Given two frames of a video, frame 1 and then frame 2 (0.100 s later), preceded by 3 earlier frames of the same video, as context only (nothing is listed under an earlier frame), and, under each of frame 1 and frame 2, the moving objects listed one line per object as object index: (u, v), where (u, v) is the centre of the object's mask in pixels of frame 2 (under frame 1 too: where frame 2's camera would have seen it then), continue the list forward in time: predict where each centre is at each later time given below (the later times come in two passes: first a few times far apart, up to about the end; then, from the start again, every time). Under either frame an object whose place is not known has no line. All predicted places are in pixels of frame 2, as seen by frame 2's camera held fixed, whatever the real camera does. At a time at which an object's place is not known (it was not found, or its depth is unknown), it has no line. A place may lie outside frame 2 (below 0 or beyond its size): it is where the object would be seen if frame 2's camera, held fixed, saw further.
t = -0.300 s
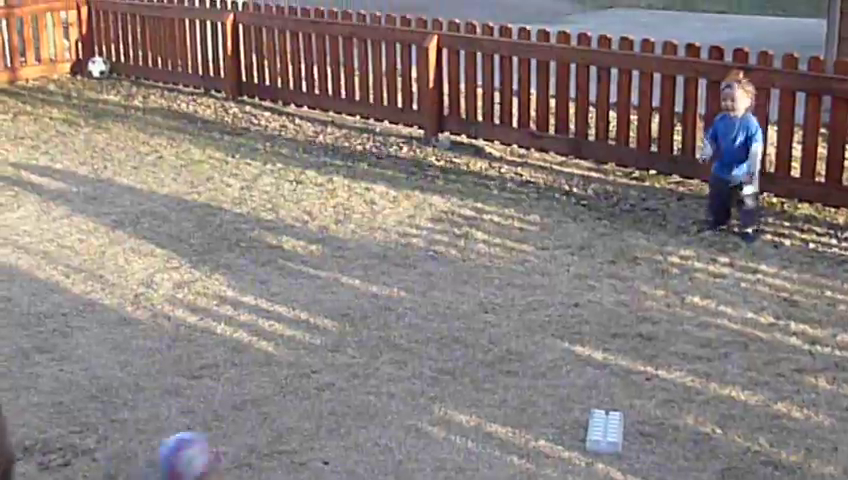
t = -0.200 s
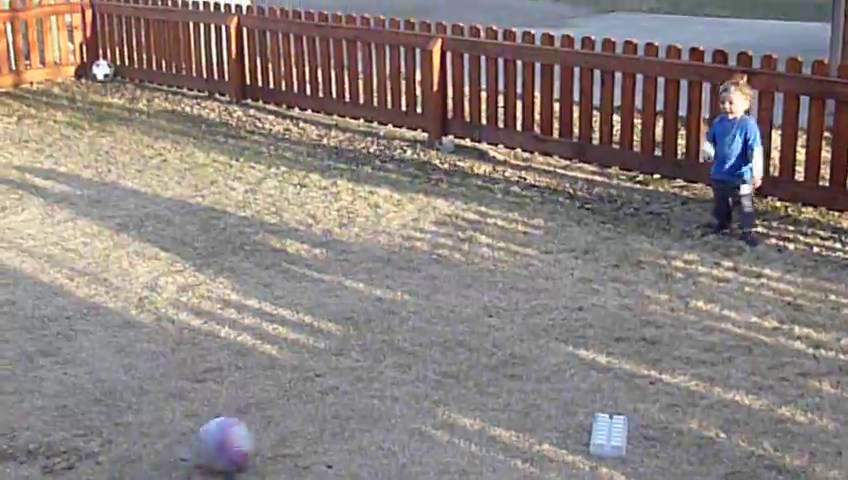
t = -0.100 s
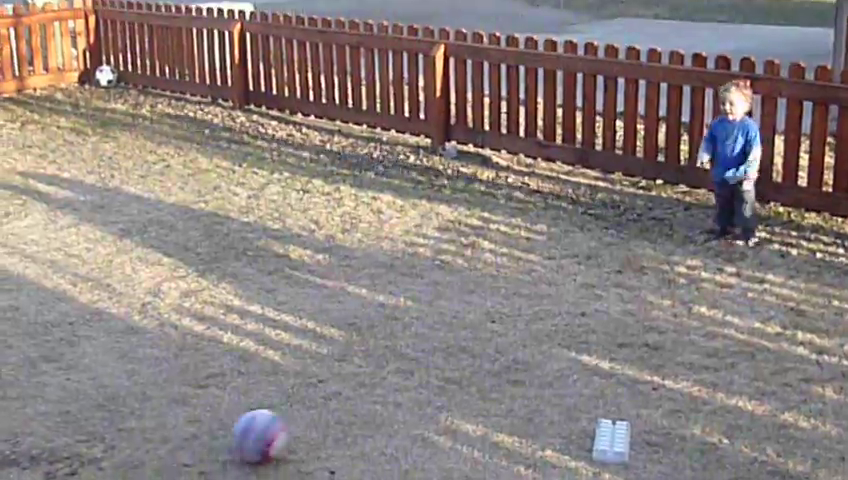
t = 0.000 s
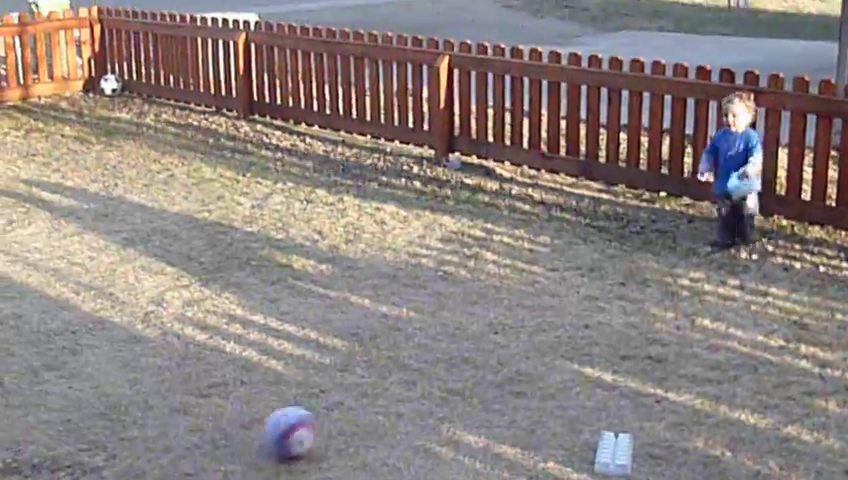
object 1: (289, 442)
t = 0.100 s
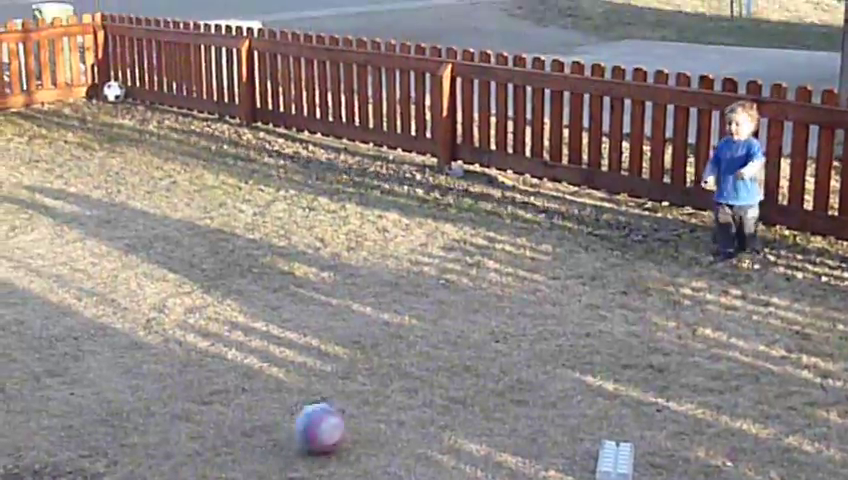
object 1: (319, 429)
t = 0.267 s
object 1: (358, 411)
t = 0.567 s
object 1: (416, 382)
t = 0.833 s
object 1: (458, 364)
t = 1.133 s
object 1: (498, 348)
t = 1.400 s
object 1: (527, 332)
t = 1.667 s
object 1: (543, 321)
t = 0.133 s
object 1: (326, 425)
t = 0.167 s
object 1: (335, 419)
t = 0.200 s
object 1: (344, 414)
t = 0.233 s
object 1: (351, 414)
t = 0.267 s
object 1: (358, 411)
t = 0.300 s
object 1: (364, 406)
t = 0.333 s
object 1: (372, 404)
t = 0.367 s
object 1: (379, 402)
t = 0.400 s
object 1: (385, 398)
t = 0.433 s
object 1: (390, 394)
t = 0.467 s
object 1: (399, 391)
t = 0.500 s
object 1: (404, 391)
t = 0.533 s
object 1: (411, 387)
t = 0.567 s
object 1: (416, 382)
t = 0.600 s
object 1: (422, 381)
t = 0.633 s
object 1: (429, 380)
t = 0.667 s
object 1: (435, 376)
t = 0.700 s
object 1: (439, 373)
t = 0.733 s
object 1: (444, 372)
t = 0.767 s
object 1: (450, 368)
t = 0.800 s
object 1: (453, 366)
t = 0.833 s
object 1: (458, 364)
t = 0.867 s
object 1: (463, 363)
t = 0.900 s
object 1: (467, 361)
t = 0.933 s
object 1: (472, 359)
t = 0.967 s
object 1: (477, 356)
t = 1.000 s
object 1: (481, 354)
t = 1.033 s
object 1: (485, 352)
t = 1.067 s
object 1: (490, 351)
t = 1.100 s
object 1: (494, 349)
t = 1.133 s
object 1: (498, 348)
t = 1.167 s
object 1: (504, 344)
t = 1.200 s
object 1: (508, 342)
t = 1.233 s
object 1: (511, 341)
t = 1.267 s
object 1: (515, 341)
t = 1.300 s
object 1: (518, 339)
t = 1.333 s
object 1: (522, 337)
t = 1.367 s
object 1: (525, 335)
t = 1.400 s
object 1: (527, 332)
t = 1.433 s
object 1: (529, 331)
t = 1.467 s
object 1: (532, 329)
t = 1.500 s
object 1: (534, 329)
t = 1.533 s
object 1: (536, 327)
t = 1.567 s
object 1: (538, 325)
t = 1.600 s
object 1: (540, 324)
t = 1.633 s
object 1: (541, 323)
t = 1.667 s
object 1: (543, 321)
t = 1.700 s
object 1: (545, 320)
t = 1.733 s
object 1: (547, 319)
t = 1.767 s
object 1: (548, 319)
